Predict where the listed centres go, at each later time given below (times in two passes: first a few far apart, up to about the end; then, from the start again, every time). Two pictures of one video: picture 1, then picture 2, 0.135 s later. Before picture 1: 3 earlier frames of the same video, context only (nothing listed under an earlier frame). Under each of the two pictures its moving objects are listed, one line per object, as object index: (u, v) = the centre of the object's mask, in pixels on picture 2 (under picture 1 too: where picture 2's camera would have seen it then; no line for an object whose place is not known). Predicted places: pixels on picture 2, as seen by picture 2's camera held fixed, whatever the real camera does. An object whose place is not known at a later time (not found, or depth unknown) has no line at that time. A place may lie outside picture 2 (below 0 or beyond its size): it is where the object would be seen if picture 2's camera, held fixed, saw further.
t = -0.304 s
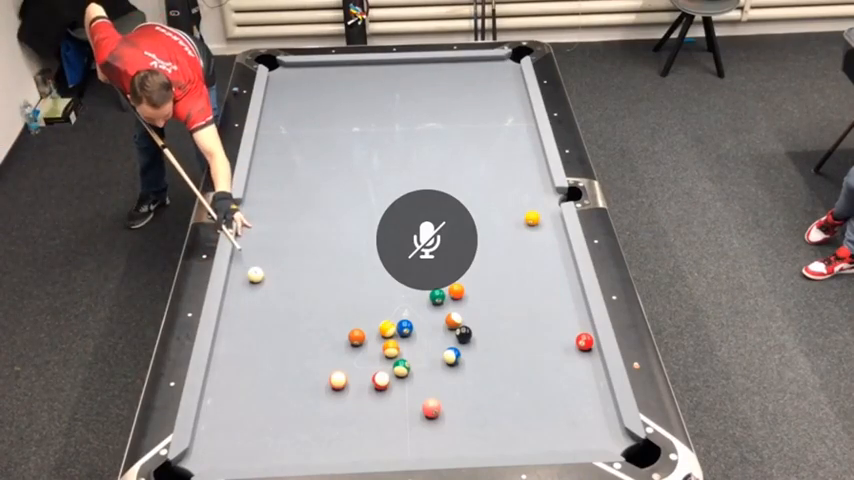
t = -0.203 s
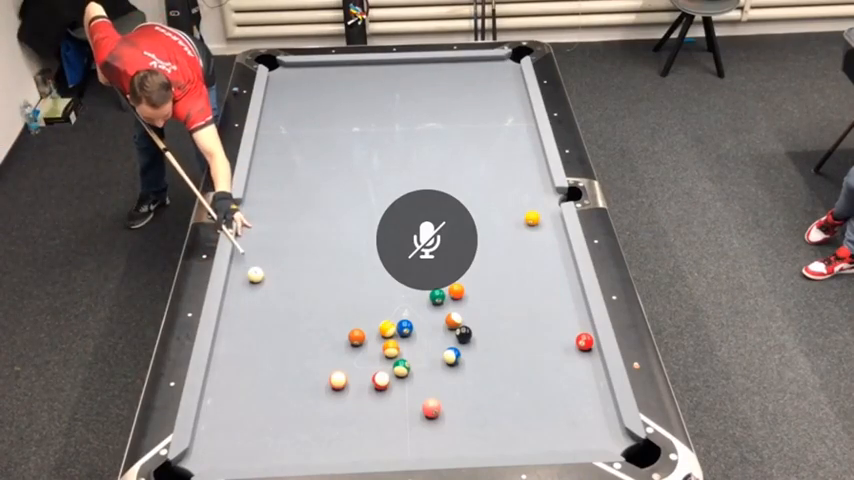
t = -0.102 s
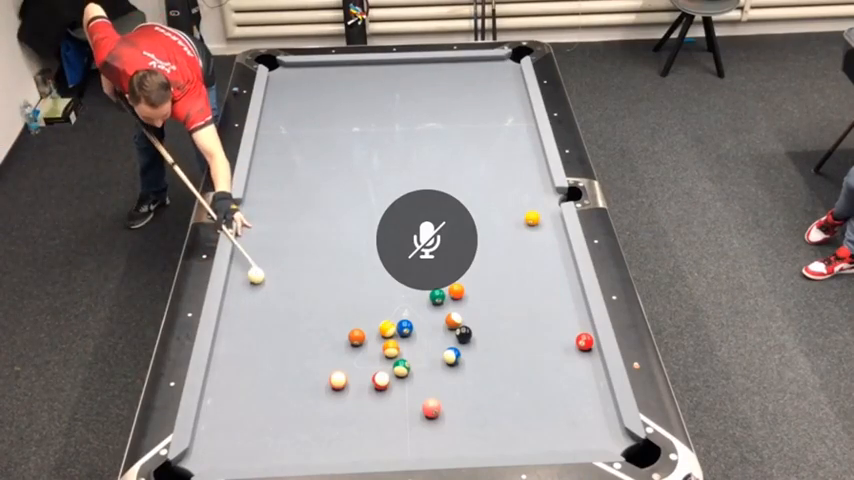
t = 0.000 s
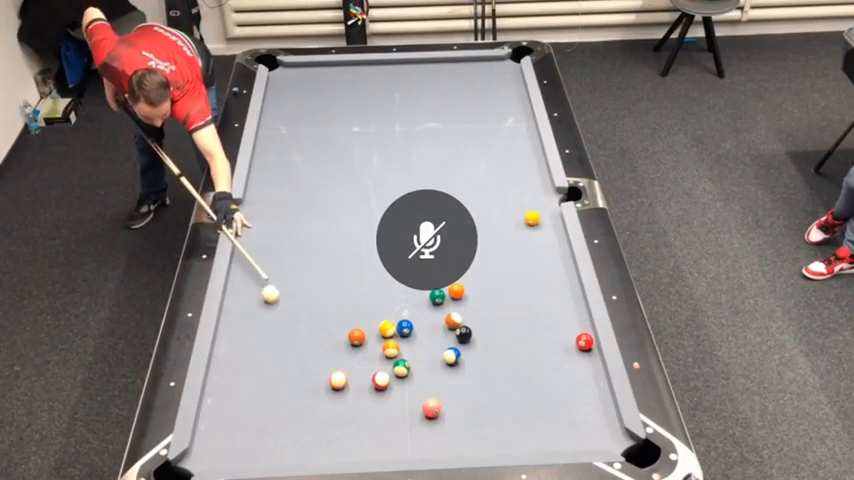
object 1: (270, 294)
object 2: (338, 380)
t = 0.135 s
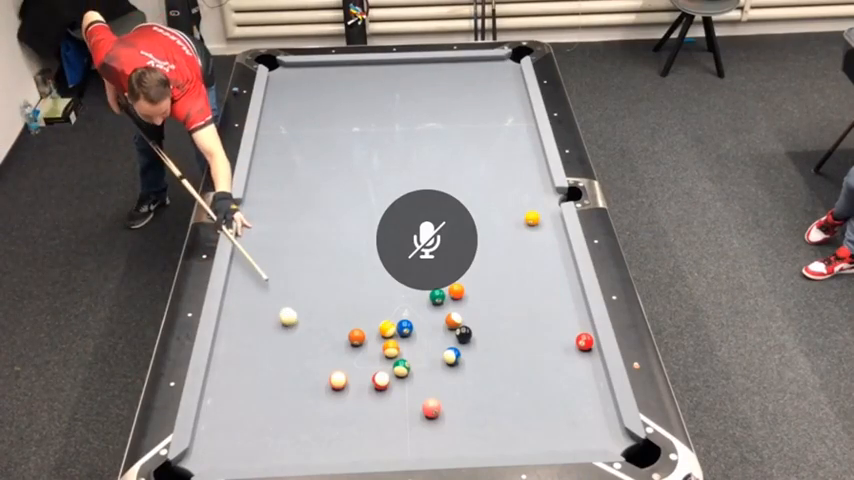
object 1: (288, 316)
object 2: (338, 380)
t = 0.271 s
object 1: (306, 340)
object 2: (338, 380)
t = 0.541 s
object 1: (333, 371)
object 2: (351, 401)
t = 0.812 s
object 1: (346, 382)
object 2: (376, 439)
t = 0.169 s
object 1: (292, 322)
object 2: (338, 380)
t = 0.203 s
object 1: (297, 328)
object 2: (338, 380)
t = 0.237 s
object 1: (301, 334)
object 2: (338, 380)
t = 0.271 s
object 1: (306, 340)
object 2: (338, 380)
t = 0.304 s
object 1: (311, 346)
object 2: (338, 380)
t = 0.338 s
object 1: (316, 352)
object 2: (338, 380)
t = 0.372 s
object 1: (321, 358)
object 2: (338, 380)
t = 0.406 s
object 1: (325, 364)
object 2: (338, 380)
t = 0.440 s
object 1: (329, 368)
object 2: (339, 382)
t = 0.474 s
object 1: (330, 369)
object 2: (344, 388)
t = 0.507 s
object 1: (331, 370)
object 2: (348, 395)
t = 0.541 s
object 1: (333, 371)
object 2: (351, 401)
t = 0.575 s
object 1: (334, 372)
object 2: (353, 405)
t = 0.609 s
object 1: (336, 373)
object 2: (357, 409)
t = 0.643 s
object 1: (338, 374)
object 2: (360, 415)
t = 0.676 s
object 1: (339, 376)
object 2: (363, 419)
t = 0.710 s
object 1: (341, 378)
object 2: (366, 424)
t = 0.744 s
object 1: (342, 379)
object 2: (370, 428)
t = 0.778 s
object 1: (344, 380)
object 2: (373, 434)
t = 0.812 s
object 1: (346, 382)
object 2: (376, 439)
